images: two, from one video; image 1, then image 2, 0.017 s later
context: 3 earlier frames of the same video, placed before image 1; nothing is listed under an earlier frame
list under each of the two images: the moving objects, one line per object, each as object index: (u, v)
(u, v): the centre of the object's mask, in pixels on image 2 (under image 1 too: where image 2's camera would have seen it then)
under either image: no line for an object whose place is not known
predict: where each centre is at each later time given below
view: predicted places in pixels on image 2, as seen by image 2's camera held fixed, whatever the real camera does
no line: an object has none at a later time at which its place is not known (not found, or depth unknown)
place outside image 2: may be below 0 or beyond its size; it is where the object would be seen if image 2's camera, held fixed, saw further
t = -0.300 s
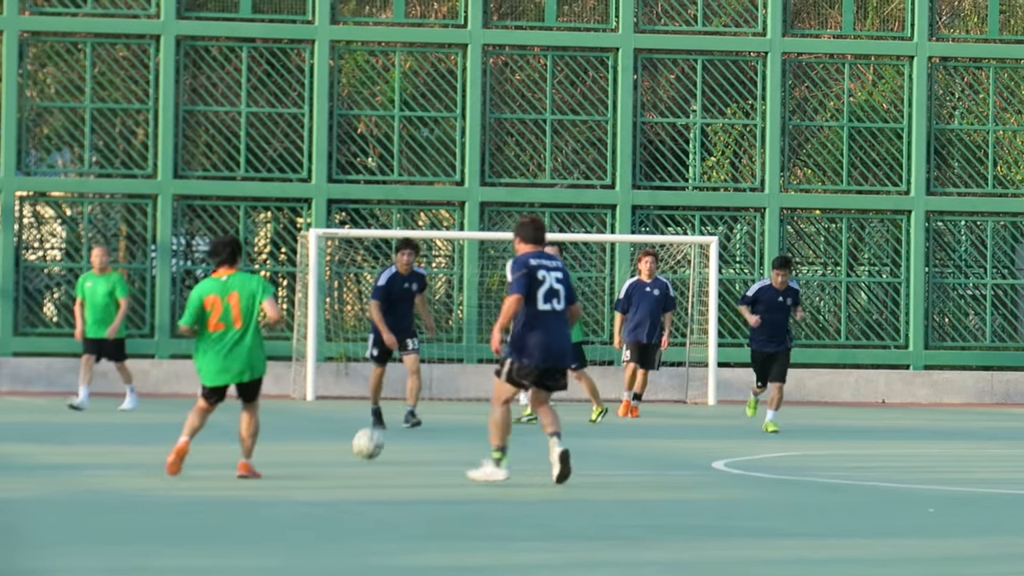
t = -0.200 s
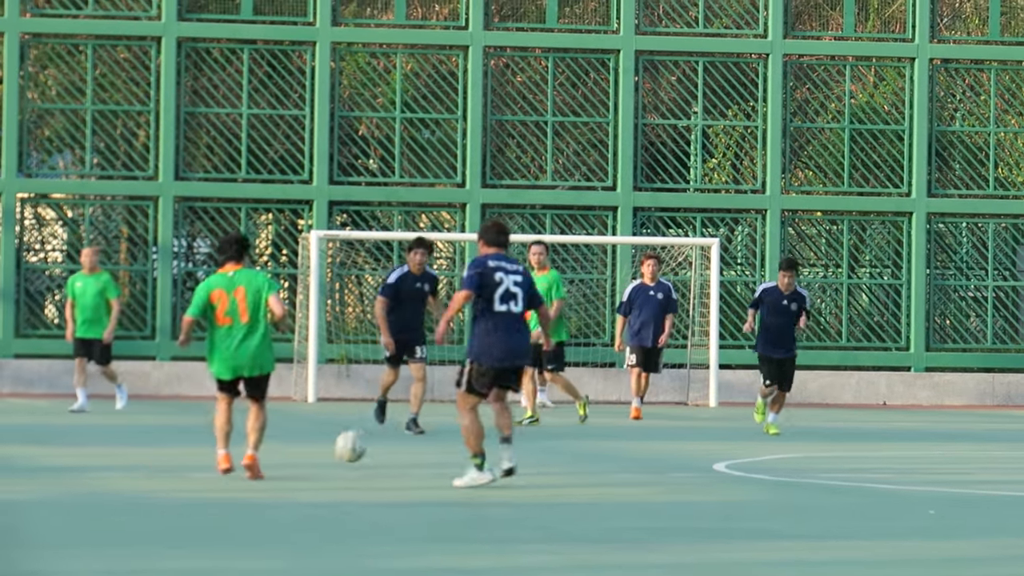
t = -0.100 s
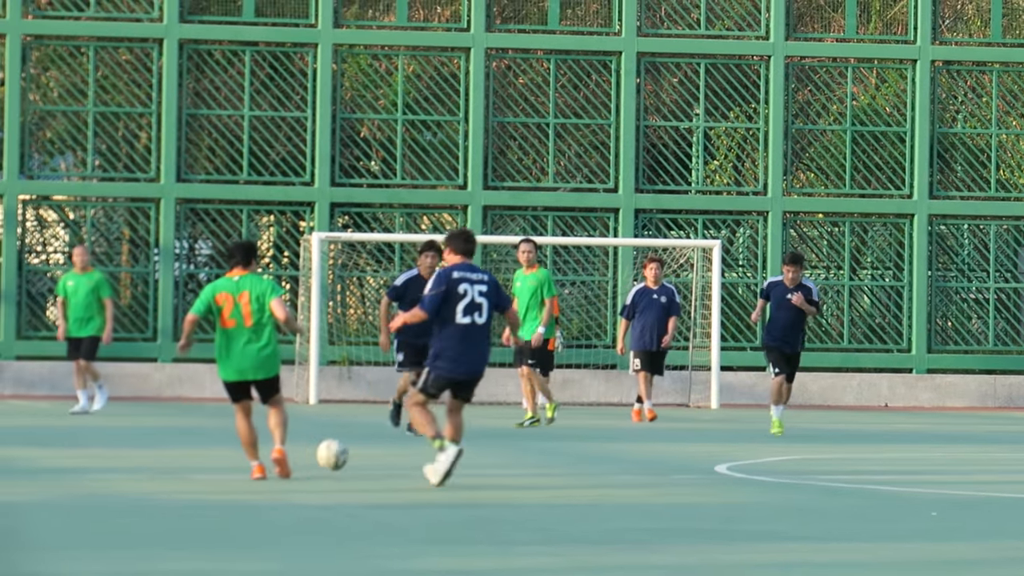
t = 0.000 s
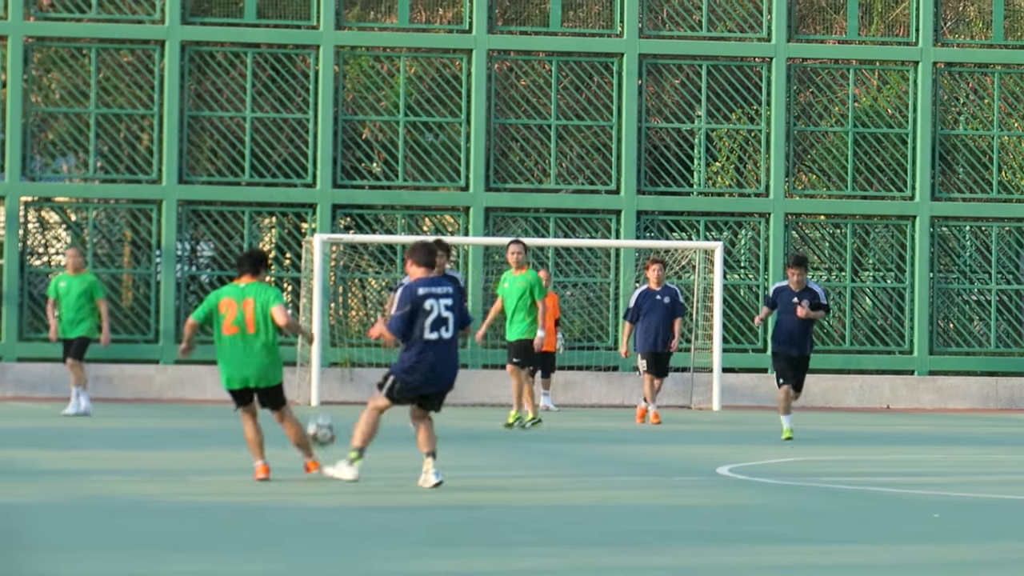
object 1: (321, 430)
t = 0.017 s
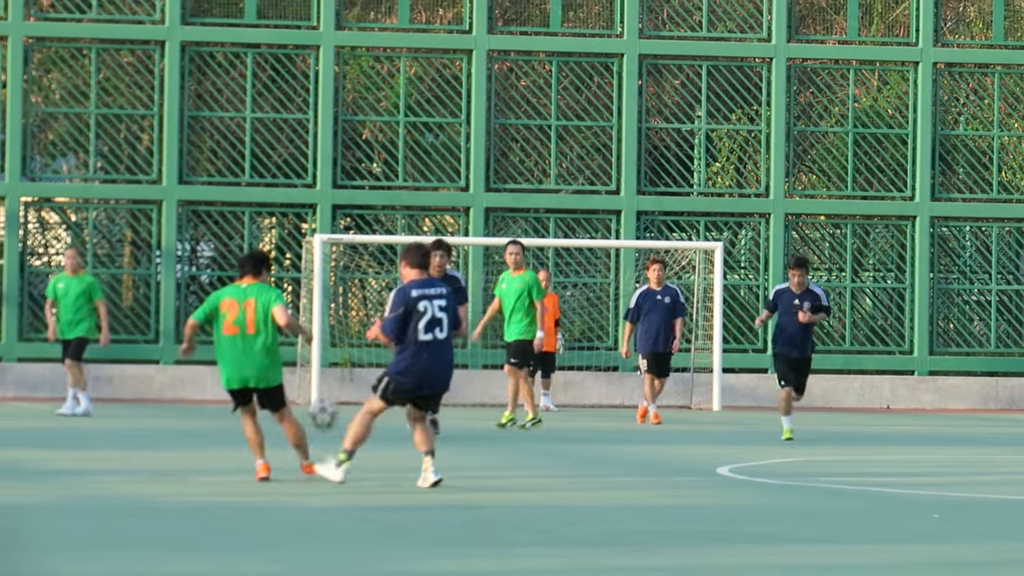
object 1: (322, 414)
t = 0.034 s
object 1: (323, 397)
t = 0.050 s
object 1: (327, 378)
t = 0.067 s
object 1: (326, 362)
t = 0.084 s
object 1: (328, 343)
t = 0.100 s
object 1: (330, 329)
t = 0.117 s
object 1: (330, 314)
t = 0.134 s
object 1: (332, 296)
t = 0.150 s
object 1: (333, 283)
